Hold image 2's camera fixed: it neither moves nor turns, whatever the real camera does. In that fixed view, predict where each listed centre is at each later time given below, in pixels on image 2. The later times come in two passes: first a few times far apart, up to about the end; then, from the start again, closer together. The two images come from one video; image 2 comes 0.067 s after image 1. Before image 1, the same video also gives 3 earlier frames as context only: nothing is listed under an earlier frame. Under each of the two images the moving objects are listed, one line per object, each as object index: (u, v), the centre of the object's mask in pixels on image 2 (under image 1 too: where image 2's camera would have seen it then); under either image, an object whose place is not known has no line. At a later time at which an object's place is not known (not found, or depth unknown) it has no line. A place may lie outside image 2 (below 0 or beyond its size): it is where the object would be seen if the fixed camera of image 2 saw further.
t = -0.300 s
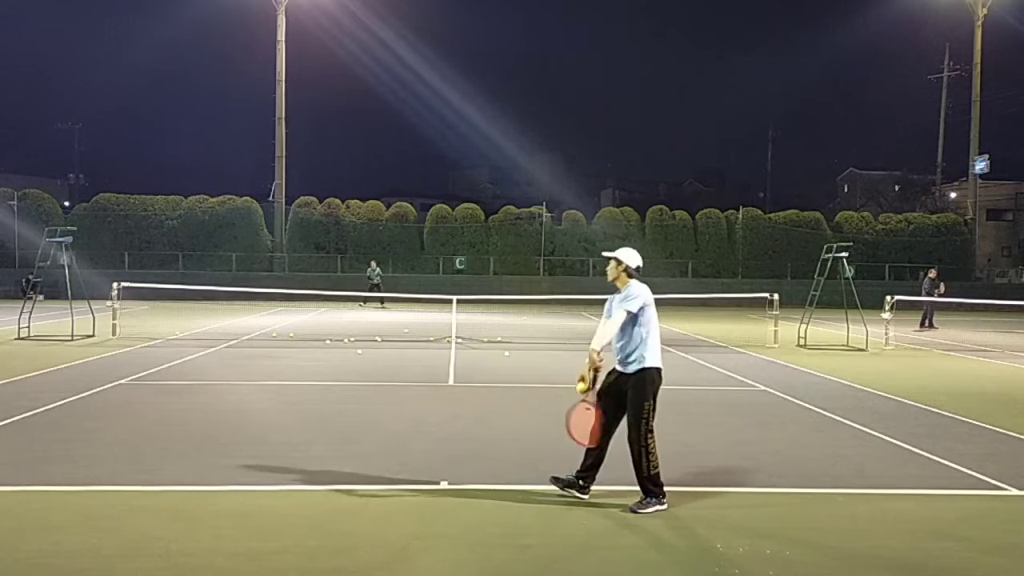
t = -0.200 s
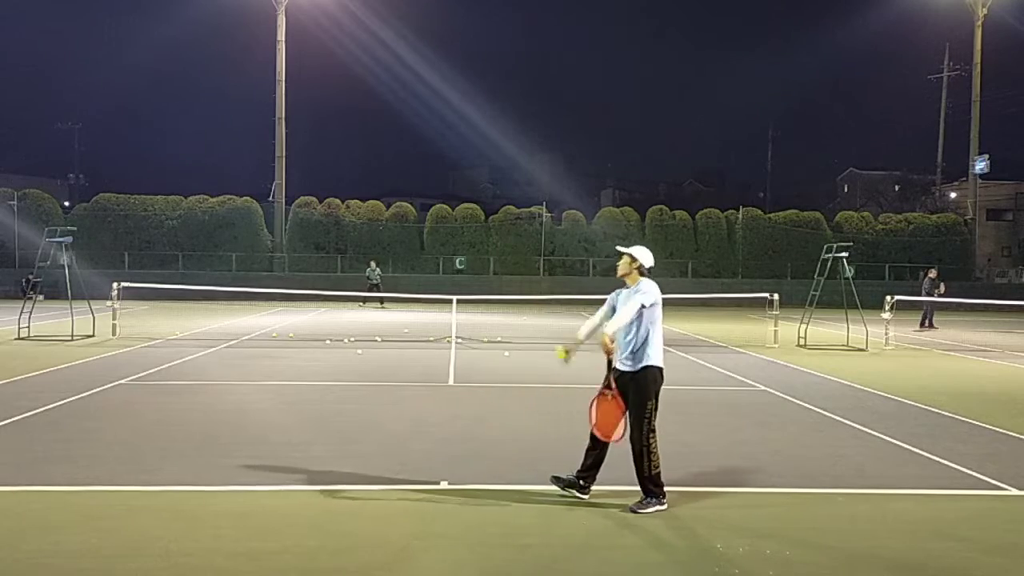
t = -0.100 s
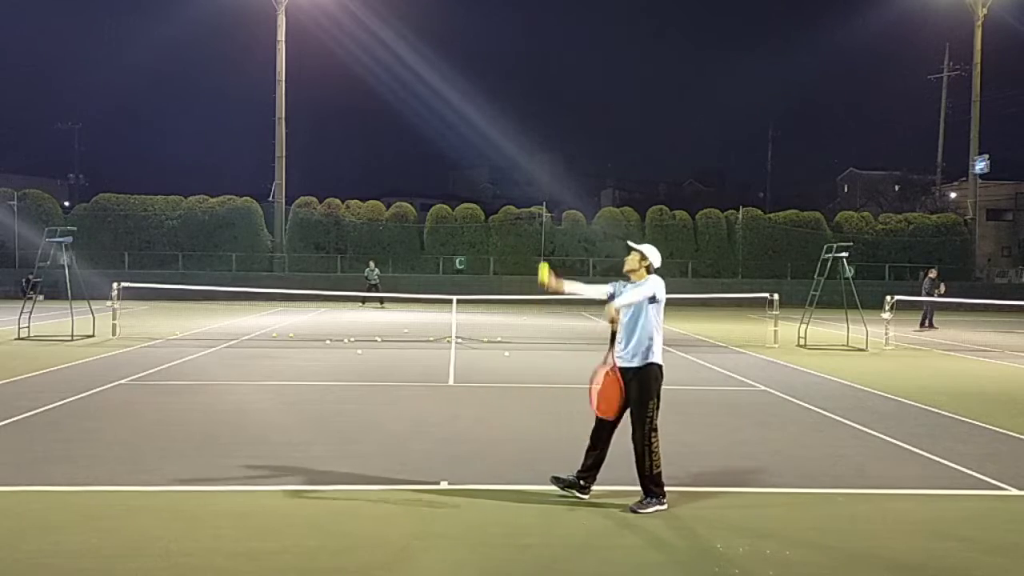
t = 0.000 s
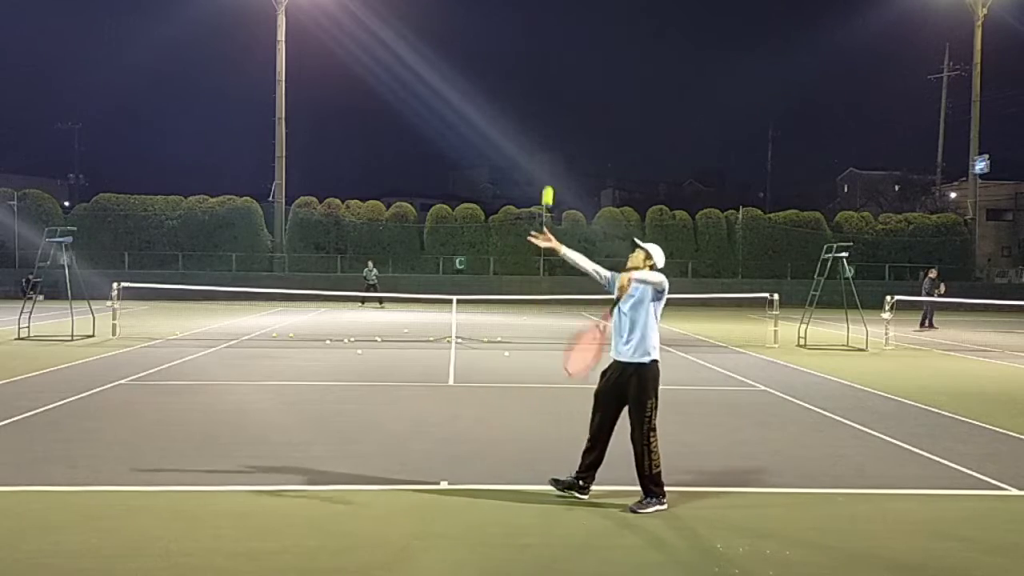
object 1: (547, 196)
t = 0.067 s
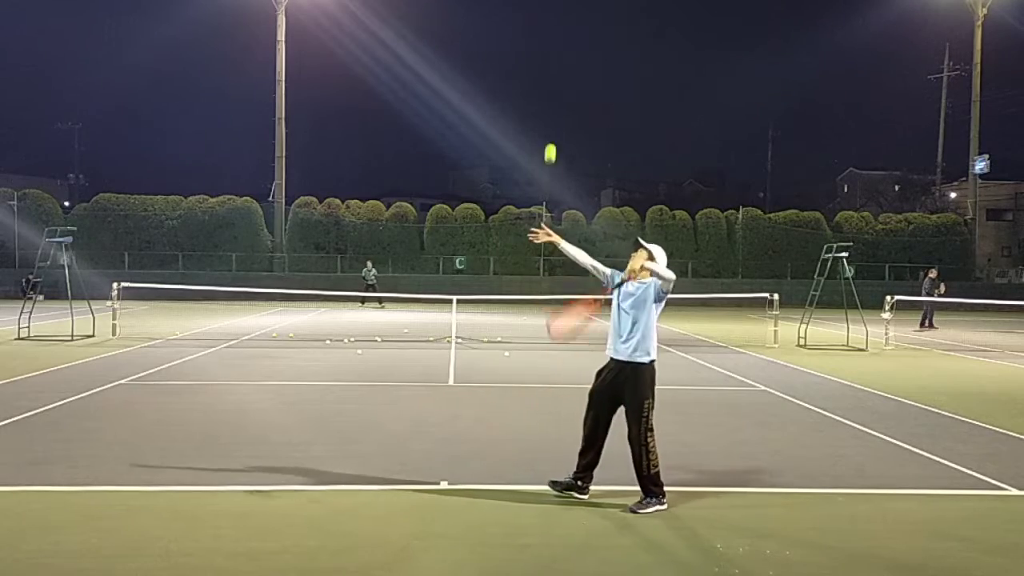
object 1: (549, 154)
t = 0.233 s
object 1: (556, 78)
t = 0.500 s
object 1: (564, 45)
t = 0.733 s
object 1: (569, 102)
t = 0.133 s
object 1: (552, 118)
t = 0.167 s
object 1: (554, 103)
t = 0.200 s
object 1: (555, 89)
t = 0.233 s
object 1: (556, 78)
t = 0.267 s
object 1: (557, 68)
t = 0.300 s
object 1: (559, 59)
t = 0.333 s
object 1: (560, 53)
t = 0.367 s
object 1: (561, 48)
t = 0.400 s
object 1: (562, 45)
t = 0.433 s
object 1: (563, 43)
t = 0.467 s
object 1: (564, 43)
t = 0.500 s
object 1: (564, 45)
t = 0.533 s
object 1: (565, 48)
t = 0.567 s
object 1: (566, 54)
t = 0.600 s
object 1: (567, 60)
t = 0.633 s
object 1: (567, 68)
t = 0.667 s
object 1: (568, 78)
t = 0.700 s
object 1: (569, 89)
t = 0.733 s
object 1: (569, 102)
